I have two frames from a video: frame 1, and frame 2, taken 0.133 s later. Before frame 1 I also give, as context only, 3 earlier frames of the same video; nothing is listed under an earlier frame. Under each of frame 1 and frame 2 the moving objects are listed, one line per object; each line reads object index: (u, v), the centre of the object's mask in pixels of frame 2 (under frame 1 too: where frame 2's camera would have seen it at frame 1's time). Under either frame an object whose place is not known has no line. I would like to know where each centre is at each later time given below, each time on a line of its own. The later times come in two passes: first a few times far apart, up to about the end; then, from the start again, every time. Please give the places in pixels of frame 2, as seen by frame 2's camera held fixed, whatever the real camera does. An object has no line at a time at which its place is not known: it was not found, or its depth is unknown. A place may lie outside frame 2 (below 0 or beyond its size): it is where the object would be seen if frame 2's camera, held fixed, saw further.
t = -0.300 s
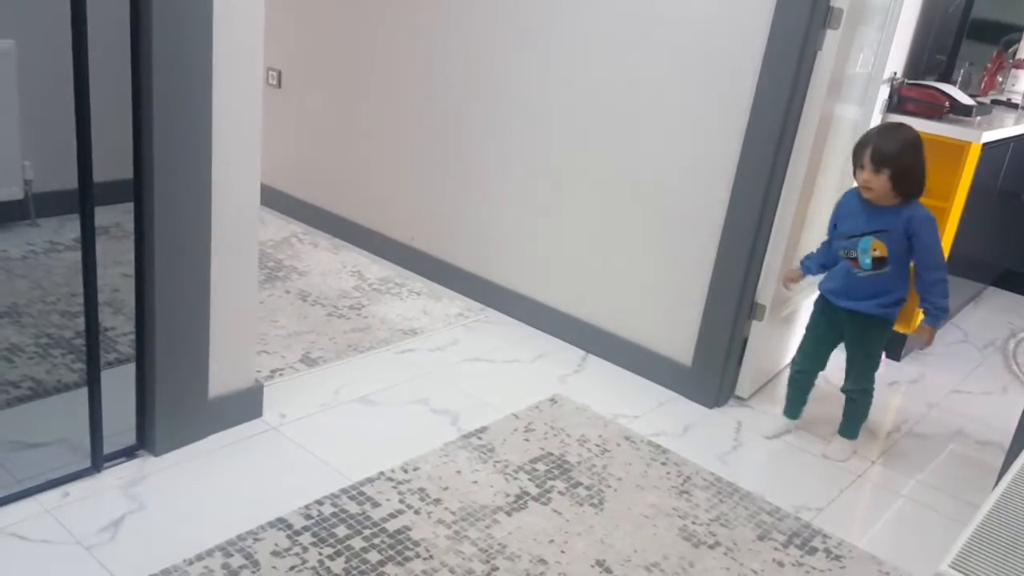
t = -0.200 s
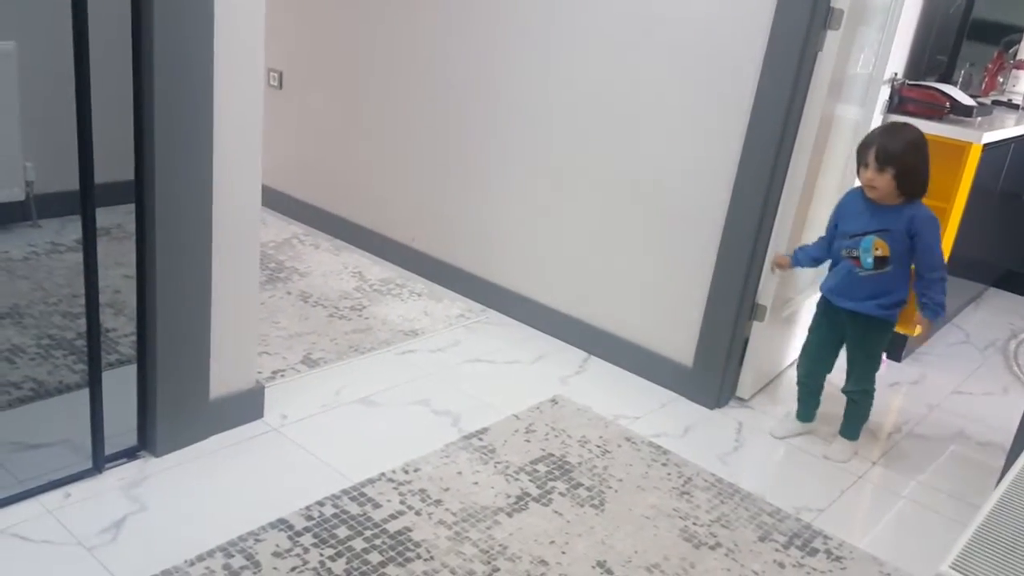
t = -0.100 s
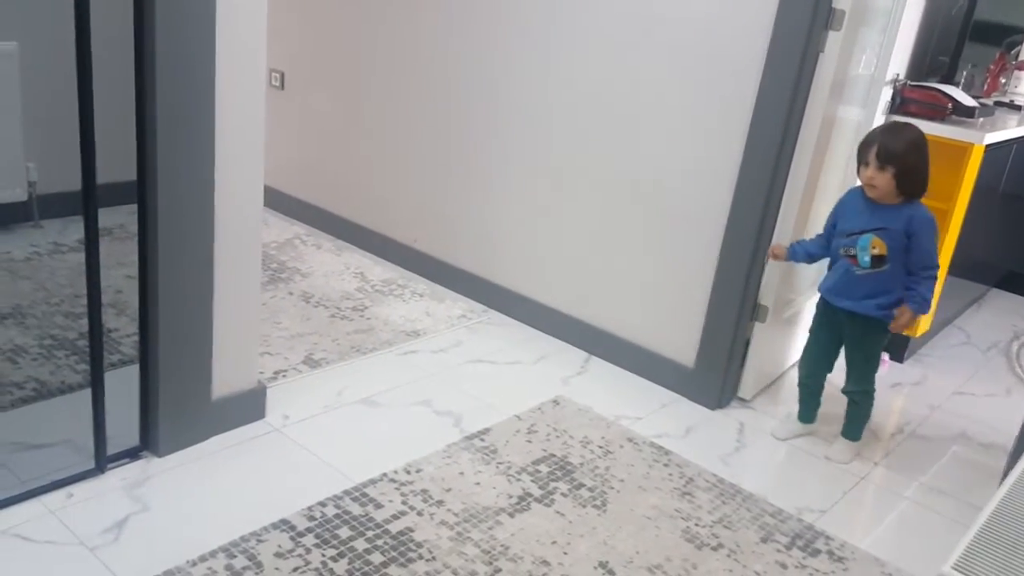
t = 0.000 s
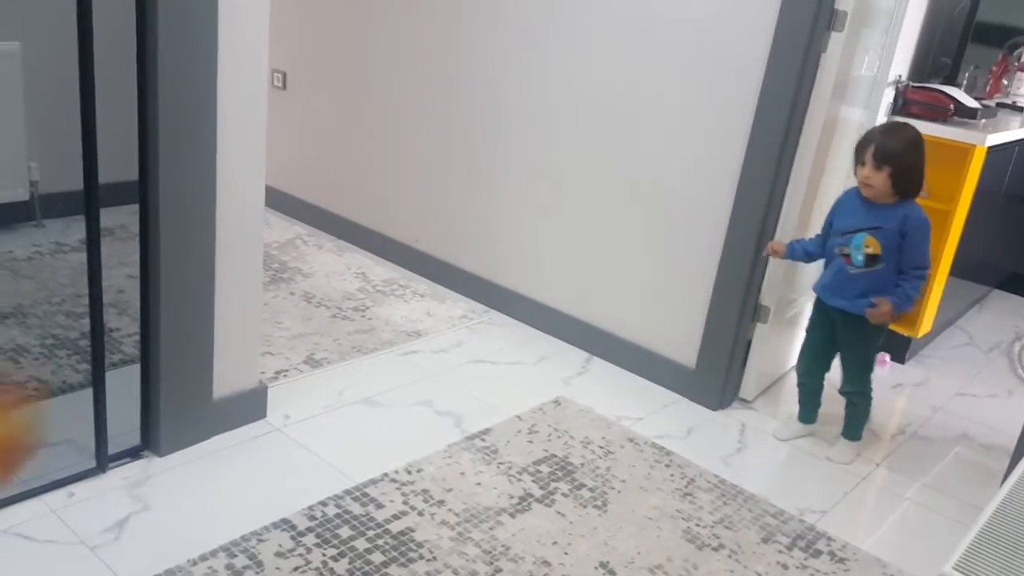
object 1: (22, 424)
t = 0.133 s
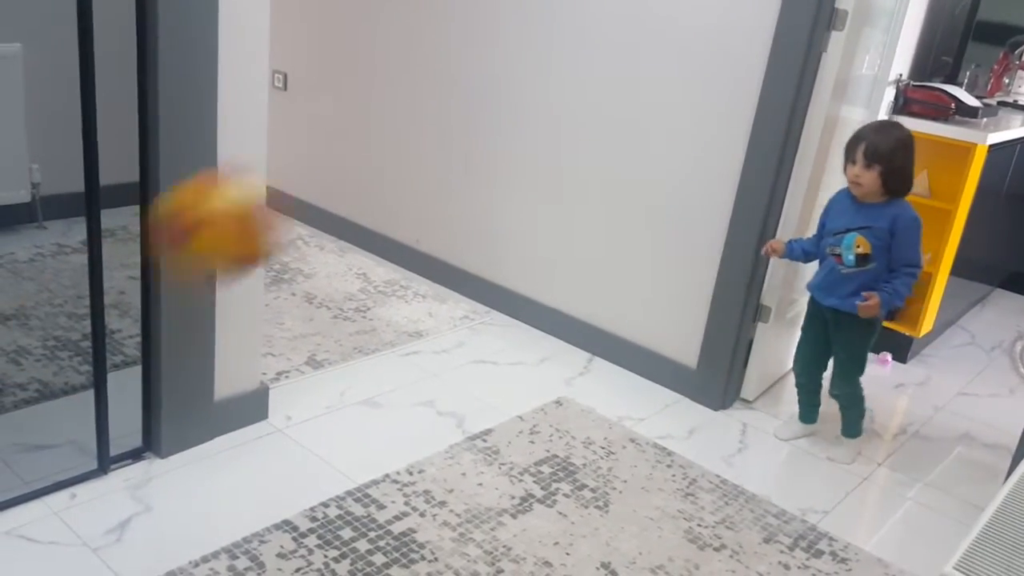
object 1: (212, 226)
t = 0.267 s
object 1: (426, 128)
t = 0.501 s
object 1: (655, 181)
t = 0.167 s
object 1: (276, 189)
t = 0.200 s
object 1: (331, 162)
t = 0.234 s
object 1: (378, 143)
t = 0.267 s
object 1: (426, 128)
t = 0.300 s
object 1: (468, 121)
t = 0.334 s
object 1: (507, 119)
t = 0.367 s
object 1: (540, 122)
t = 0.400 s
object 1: (575, 131)
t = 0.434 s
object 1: (604, 144)
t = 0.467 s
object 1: (631, 161)
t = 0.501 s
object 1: (655, 181)
